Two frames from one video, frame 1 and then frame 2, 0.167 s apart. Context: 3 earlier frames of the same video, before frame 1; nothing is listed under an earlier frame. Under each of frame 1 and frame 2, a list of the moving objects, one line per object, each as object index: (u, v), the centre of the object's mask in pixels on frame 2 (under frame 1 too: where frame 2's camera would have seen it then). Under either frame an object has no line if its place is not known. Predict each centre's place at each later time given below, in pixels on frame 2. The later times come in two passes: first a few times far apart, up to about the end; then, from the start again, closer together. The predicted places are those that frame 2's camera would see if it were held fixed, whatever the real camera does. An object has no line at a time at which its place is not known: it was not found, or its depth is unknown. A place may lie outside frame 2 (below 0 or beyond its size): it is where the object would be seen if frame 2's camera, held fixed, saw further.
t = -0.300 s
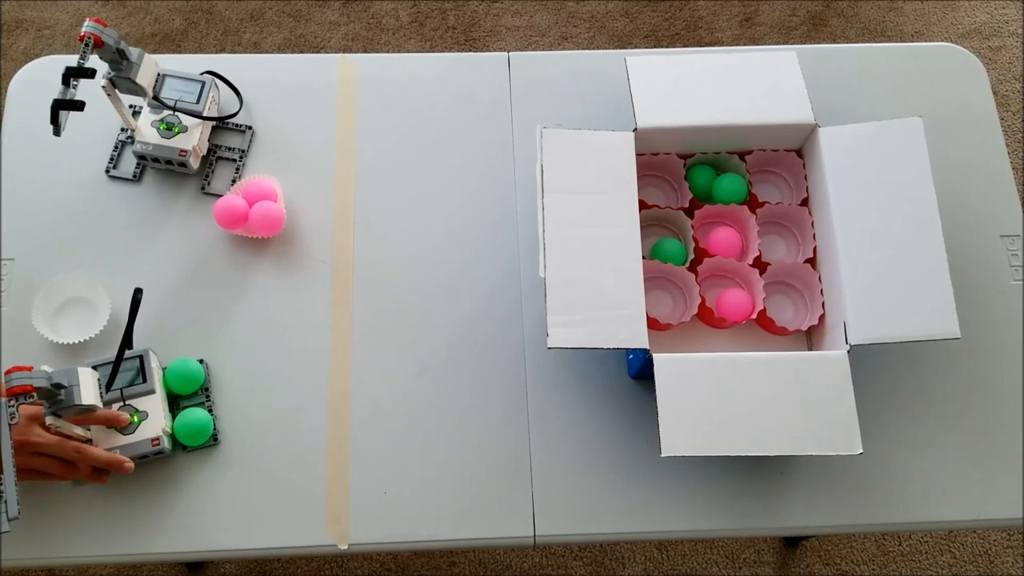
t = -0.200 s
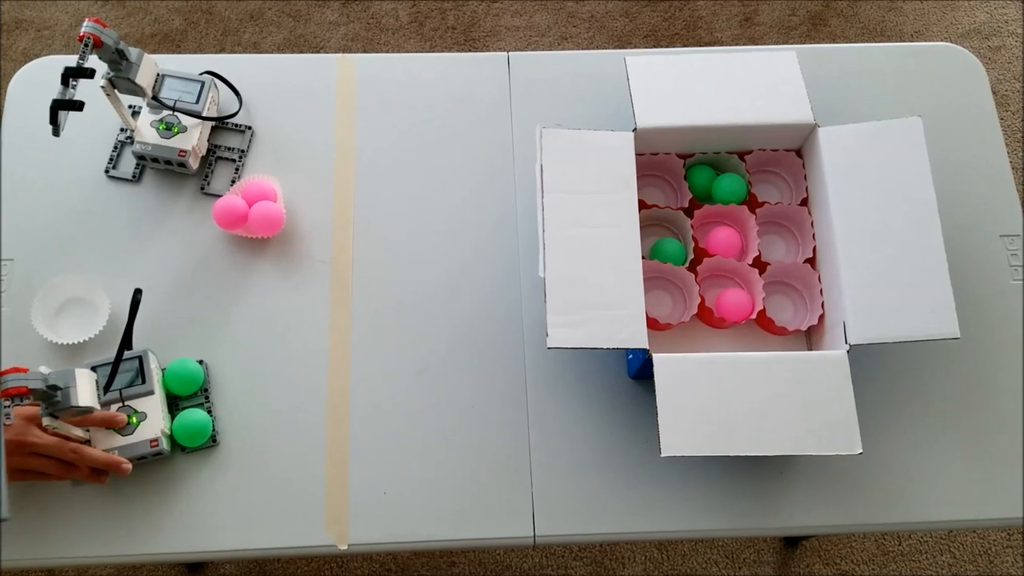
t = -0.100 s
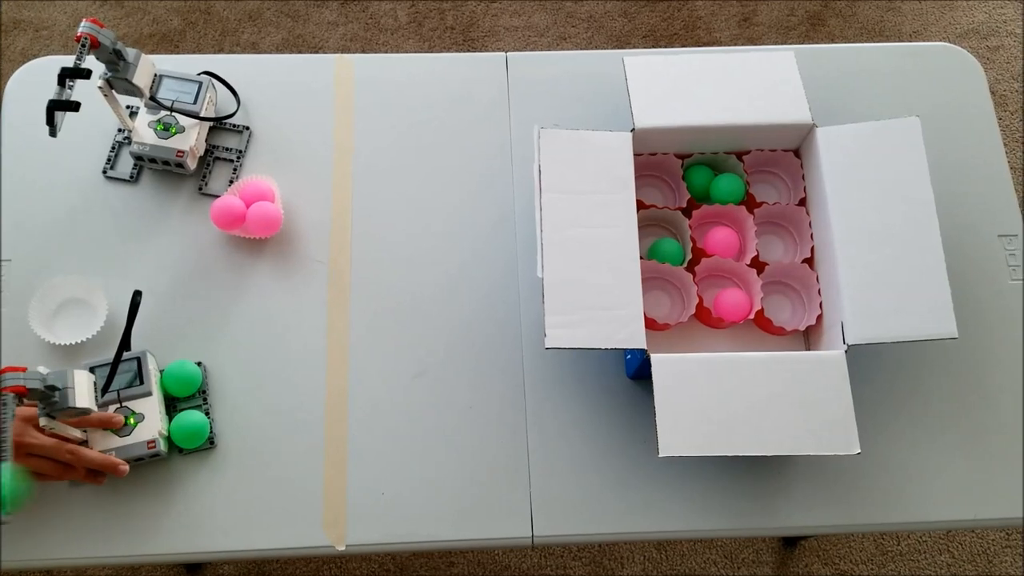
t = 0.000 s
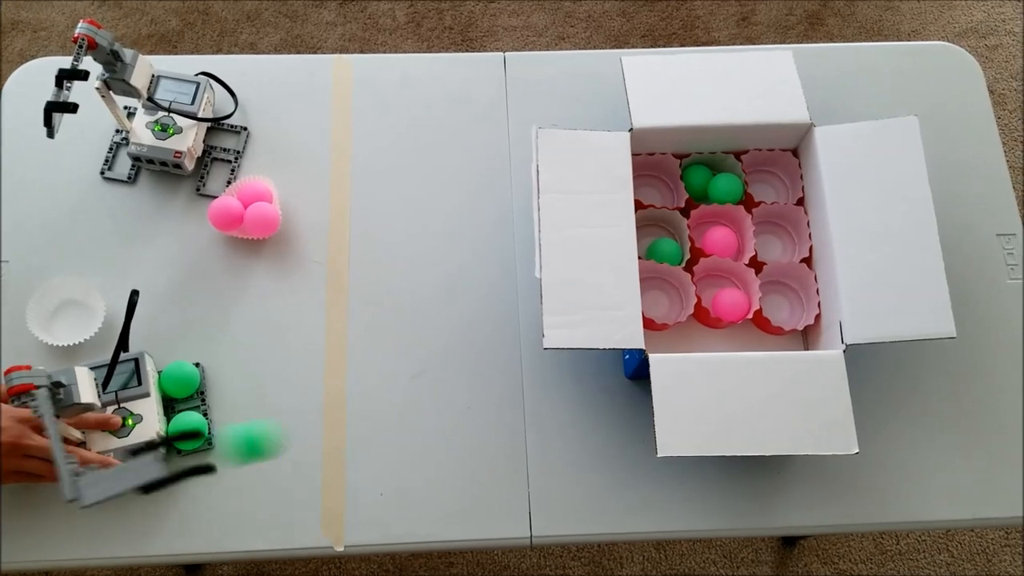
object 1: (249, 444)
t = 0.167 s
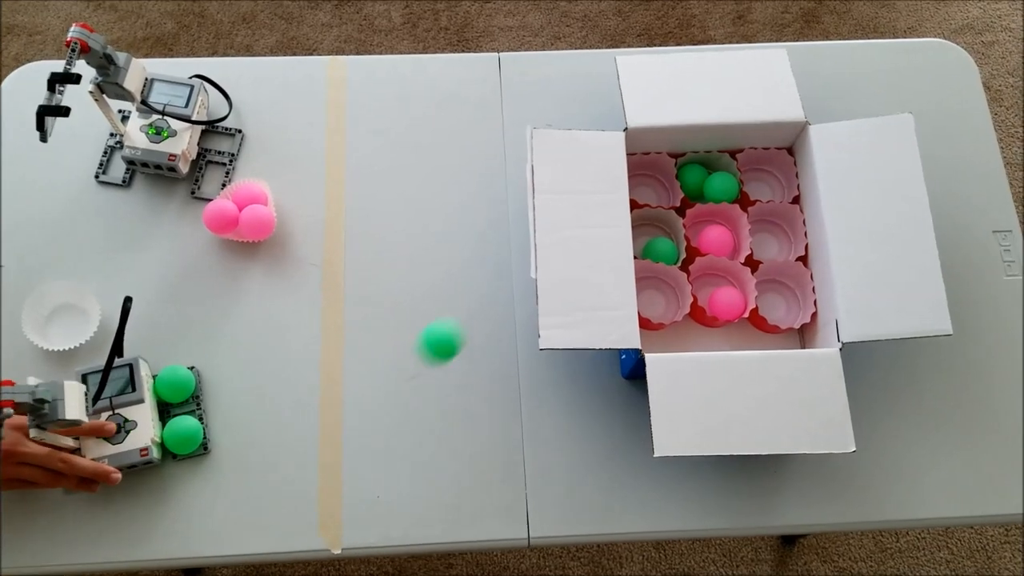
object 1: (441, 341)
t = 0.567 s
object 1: (758, 198)
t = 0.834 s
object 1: (761, 206)
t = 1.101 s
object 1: (783, 242)
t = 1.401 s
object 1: (768, 233)
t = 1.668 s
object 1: (762, 231)
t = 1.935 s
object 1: (761, 231)
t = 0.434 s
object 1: (653, 243)
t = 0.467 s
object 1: (679, 226)
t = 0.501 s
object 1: (708, 212)
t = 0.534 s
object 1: (734, 203)
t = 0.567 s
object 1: (758, 198)
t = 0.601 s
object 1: (776, 198)
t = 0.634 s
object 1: (789, 202)
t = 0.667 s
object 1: (781, 204)
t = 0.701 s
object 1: (769, 209)
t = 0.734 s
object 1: (760, 212)
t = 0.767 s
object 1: (758, 210)
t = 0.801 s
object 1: (758, 208)
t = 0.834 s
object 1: (761, 206)
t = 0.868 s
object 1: (765, 206)
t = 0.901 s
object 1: (767, 209)
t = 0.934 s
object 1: (768, 216)
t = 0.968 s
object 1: (767, 224)
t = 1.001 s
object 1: (766, 235)
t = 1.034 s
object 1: (775, 236)
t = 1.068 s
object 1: (781, 240)
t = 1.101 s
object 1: (783, 242)
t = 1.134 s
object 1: (781, 242)
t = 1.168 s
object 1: (781, 242)
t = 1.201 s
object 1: (782, 237)
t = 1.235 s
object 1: (780, 237)
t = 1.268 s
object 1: (775, 240)
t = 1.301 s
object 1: (775, 236)
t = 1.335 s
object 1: (774, 234)
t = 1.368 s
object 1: (769, 236)
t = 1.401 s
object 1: (768, 233)
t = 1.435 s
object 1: (767, 232)
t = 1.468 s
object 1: (764, 232)
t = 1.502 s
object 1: (763, 230)
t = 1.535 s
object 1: (761, 231)
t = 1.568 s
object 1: (762, 231)
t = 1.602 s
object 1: (762, 231)
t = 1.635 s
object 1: (762, 231)
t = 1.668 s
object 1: (762, 231)
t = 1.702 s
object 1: (762, 231)
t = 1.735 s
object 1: (762, 231)
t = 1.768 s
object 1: (761, 231)
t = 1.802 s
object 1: (761, 231)
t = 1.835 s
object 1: (761, 231)
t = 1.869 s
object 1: (761, 231)
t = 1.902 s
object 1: (761, 231)
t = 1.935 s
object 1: (761, 231)
